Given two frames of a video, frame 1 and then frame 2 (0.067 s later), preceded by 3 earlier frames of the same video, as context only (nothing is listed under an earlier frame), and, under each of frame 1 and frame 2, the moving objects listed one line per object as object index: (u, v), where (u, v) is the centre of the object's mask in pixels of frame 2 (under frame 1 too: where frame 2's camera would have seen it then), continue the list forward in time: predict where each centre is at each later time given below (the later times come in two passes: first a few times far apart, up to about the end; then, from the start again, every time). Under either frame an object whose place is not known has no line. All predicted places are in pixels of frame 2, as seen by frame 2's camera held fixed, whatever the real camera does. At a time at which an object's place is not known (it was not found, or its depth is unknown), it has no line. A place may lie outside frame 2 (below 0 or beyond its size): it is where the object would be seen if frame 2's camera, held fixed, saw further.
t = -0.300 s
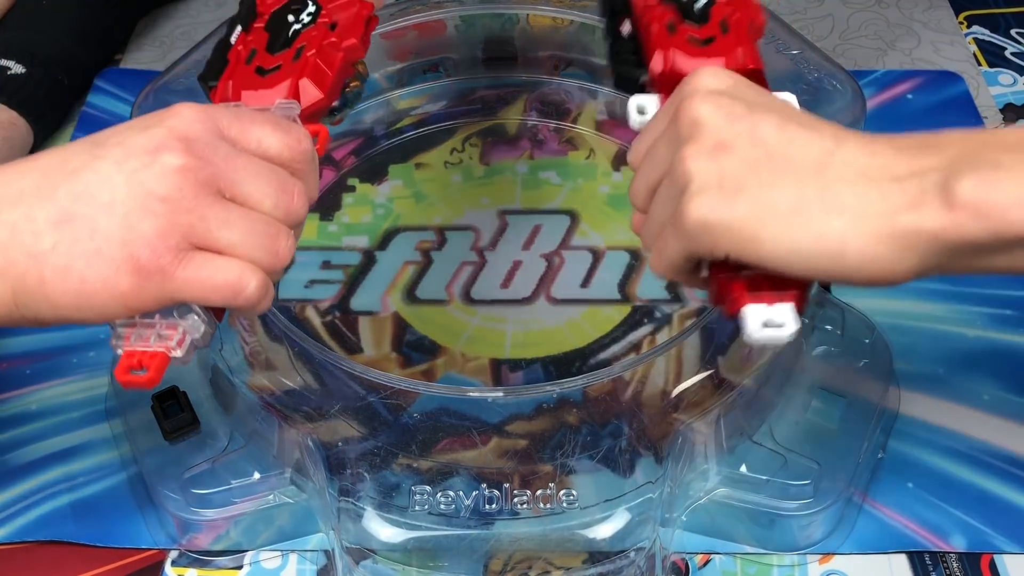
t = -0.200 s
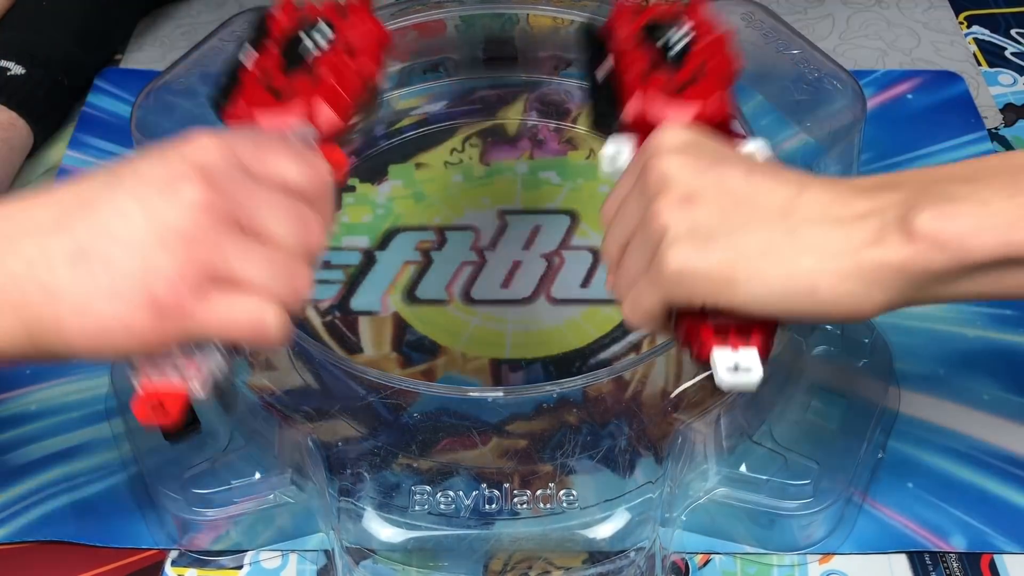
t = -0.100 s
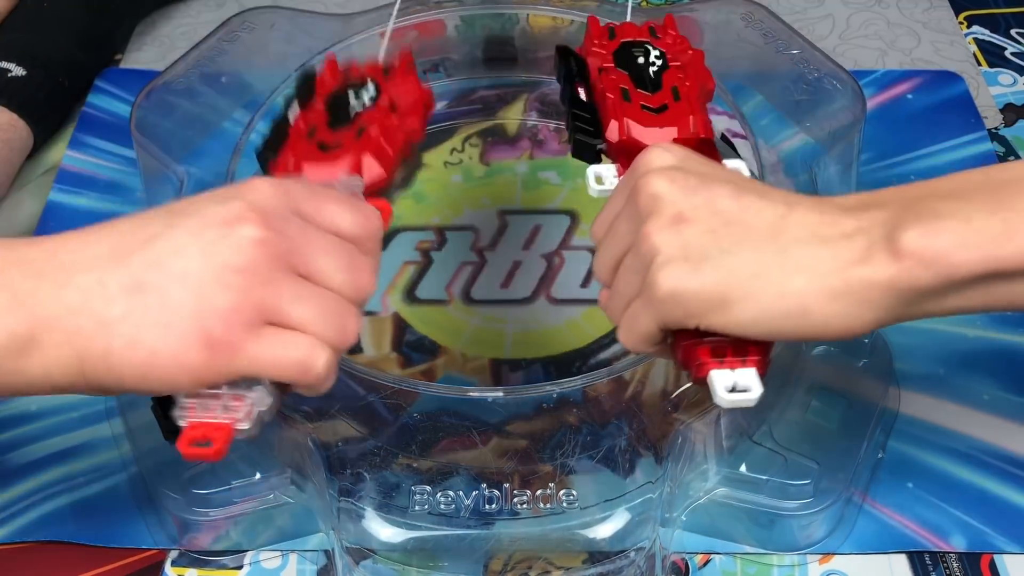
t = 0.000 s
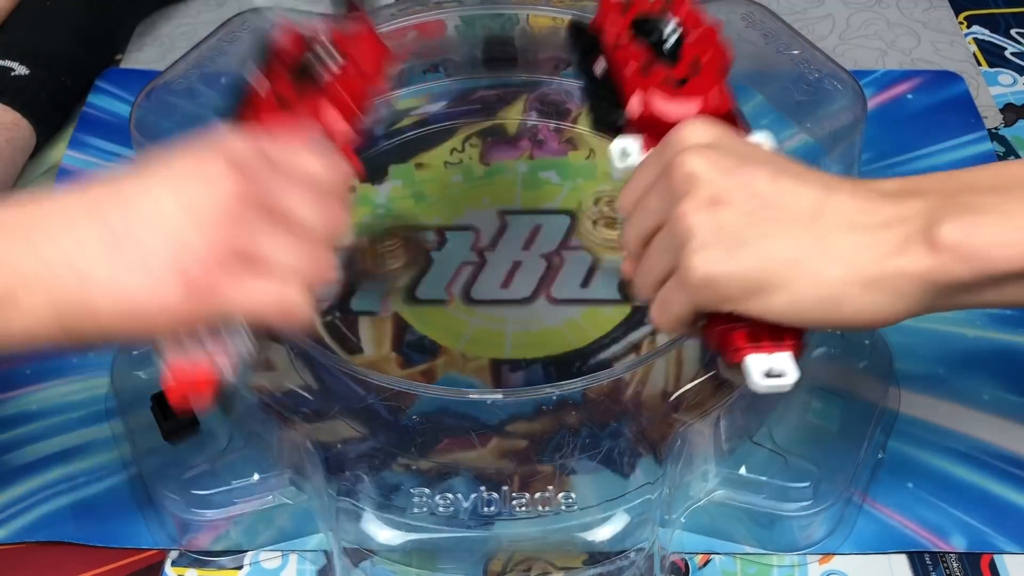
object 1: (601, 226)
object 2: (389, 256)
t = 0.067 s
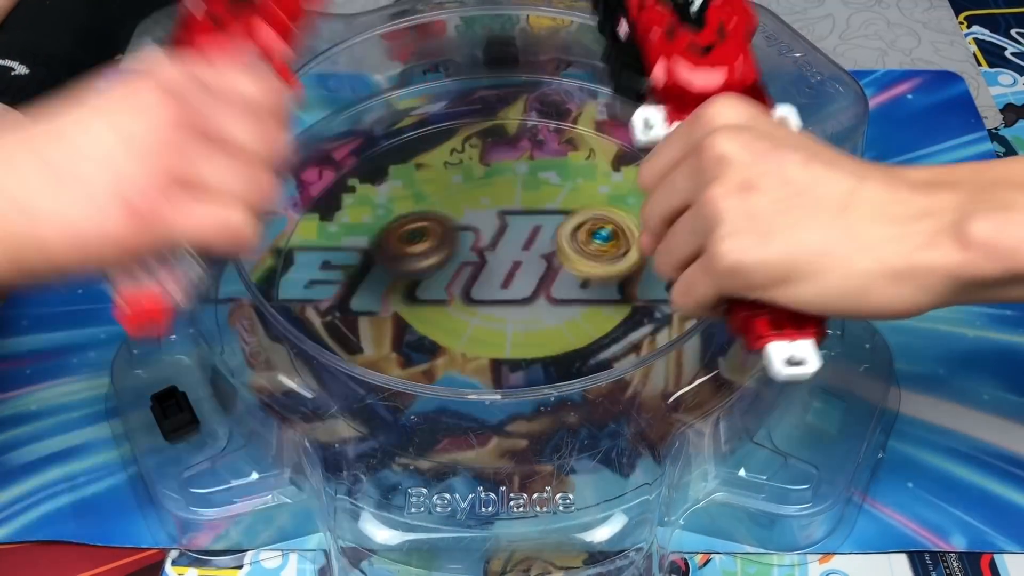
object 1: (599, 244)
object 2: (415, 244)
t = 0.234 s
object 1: (590, 287)
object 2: (444, 222)
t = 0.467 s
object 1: (631, 259)
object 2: (458, 138)
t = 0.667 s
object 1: (587, 233)
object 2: (552, 138)
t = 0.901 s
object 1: (479, 299)
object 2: (593, 186)
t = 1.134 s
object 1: (437, 344)
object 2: (532, 256)
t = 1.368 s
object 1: (435, 340)
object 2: (448, 271)
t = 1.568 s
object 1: (449, 331)
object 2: (425, 231)
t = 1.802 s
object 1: (494, 296)
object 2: (435, 204)
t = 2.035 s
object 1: (549, 269)
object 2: (460, 219)
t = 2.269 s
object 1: (577, 227)
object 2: (456, 270)
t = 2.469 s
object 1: (555, 211)
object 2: (467, 298)
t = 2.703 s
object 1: (501, 243)
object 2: (499, 317)
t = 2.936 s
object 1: (453, 226)
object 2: (535, 363)
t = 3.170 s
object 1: (427, 248)
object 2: (548, 354)
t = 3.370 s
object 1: (473, 276)
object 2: (555, 324)
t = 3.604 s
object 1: (505, 259)
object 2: (590, 287)
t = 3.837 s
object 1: (466, 243)
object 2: (602, 246)
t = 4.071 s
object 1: (463, 263)
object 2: (558, 218)
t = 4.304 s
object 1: (511, 275)
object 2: (509, 191)
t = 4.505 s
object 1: (544, 259)
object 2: (476, 188)
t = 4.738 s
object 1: (534, 240)
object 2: (450, 216)
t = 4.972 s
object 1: (517, 258)
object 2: (422, 254)
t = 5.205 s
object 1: (512, 288)
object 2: (421, 295)
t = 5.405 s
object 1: (550, 284)
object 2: (419, 325)
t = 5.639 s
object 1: (542, 260)
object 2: (467, 332)
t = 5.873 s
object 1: (490, 249)
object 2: (530, 330)
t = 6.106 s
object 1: (447, 257)
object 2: (586, 303)
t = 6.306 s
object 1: (457, 282)
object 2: (597, 270)
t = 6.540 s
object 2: (575, 232)
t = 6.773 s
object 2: (548, 200)
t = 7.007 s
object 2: (498, 205)
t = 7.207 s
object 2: (451, 218)
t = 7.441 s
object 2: (414, 253)
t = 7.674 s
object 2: (418, 291)
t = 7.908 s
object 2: (453, 326)
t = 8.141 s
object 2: (523, 336)
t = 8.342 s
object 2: (573, 319)
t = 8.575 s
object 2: (607, 281)
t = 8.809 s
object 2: (587, 247)
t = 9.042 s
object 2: (528, 207)
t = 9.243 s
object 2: (474, 191)
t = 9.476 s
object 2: (441, 212)
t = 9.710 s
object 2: (423, 261)
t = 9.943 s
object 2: (440, 321)
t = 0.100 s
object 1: (586, 261)
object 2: (441, 244)
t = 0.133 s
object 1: (570, 266)
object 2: (459, 257)
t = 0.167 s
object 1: (561, 275)
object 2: (475, 243)
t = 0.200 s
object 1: (577, 282)
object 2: (459, 227)
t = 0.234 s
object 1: (590, 287)
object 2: (444, 222)
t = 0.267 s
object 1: (601, 287)
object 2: (433, 202)
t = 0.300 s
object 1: (609, 285)
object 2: (427, 191)
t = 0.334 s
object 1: (616, 283)
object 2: (425, 179)
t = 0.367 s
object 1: (622, 277)
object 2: (428, 166)
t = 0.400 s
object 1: (626, 272)
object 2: (434, 156)
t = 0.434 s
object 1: (630, 265)
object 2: (445, 146)
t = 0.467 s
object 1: (631, 259)
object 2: (458, 138)
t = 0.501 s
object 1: (629, 252)
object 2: (472, 133)
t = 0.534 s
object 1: (626, 246)
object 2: (489, 128)
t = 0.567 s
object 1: (619, 241)
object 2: (506, 128)
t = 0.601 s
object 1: (611, 237)
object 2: (525, 127)
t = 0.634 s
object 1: (600, 235)
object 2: (538, 131)
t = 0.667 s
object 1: (587, 233)
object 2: (552, 138)
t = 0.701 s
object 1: (574, 234)
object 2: (563, 146)
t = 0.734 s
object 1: (560, 235)
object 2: (573, 158)
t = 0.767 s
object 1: (546, 239)
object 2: (580, 169)
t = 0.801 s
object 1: (528, 256)
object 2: (587, 170)
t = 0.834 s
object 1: (510, 273)
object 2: (591, 173)
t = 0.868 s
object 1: (494, 286)
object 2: (594, 178)
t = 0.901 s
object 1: (479, 299)
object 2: (593, 186)
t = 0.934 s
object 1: (467, 310)
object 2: (590, 196)
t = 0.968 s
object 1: (458, 318)
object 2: (585, 206)
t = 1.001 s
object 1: (450, 326)
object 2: (577, 217)
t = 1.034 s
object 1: (444, 332)
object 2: (568, 228)
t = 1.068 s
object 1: (441, 336)
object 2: (557, 238)
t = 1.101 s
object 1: (439, 340)
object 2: (546, 246)
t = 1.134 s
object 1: (437, 344)
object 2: (532, 256)
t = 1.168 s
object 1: (436, 346)
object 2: (521, 263)
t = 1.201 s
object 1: (435, 347)
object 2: (508, 269)
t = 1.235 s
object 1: (435, 347)
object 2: (494, 272)
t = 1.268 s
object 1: (434, 346)
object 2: (482, 274)
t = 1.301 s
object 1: (434, 345)
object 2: (469, 275)
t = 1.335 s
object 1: (434, 343)
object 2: (458, 274)
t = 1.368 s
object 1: (435, 340)
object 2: (448, 271)
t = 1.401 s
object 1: (435, 342)
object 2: (440, 266)
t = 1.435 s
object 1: (438, 342)
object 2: (434, 256)
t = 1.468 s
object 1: (439, 343)
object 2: (428, 248)
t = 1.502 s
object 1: (442, 340)
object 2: (426, 241)
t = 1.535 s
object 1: (445, 337)
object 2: (424, 236)
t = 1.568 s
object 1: (449, 331)
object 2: (425, 231)
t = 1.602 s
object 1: (454, 324)
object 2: (427, 227)
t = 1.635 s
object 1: (457, 317)
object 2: (430, 225)
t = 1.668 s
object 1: (461, 307)
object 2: (435, 224)
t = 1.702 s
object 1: (464, 297)
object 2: (440, 224)
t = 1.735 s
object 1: (468, 290)
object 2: (443, 223)
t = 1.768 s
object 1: (482, 294)
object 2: (439, 215)
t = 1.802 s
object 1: (494, 296)
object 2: (435, 204)
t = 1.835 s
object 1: (506, 297)
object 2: (434, 202)
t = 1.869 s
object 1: (516, 295)
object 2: (436, 199)
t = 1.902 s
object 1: (526, 292)
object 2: (438, 199)
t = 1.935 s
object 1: (533, 288)
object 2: (442, 201)
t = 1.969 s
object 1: (540, 283)
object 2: (447, 205)
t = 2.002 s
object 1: (545, 277)
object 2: (452, 211)
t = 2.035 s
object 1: (549, 269)
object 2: (460, 219)
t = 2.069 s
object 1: (552, 262)
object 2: (464, 227)
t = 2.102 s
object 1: (554, 255)
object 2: (469, 236)
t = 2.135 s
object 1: (559, 249)
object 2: (469, 245)
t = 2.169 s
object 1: (567, 242)
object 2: (464, 250)
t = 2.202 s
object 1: (573, 237)
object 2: (460, 258)
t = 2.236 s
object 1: (576, 232)
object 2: (458, 264)
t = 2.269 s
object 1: (577, 227)
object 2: (456, 270)
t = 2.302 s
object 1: (576, 223)
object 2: (455, 276)
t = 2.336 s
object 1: (575, 218)
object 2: (456, 282)
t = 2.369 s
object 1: (573, 216)
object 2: (457, 287)
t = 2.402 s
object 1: (567, 213)
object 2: (460, 291)
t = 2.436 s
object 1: (562, 211)
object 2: (463, 295)
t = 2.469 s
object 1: (555, 211)
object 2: (467, 298)
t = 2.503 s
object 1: (547, 213)
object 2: (472, 302)
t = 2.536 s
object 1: (539, 216)
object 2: (477, 305)
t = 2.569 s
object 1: (531, 221)
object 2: (482, 307)
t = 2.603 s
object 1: (522, 226)
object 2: (486, 308)
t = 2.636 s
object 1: (513, 233)
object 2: (491, 310)
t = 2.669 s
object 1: (507, 239)
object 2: (495, 312)
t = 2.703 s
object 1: (501, 243)
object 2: (499, 317)
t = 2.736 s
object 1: (496, 247)
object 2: (503, 322)
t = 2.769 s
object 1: (492, 252)
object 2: (507, 325)
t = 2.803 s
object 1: (484, 247)
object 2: (516, 345)
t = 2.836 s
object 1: (475, 237)
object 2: (523, 351)
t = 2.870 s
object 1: (467, 232)
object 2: (529, 359)
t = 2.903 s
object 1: (460, 228)
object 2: (533, 362)
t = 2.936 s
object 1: (453, 226)
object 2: (535, 363)
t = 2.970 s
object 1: (445, 226)
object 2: (538, 364)
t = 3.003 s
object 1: (438, 227)
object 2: (541, 364)
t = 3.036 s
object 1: (433, 229)
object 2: (543, 363)
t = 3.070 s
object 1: (429, 232)
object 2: (545, 362)
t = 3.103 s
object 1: (427, 237)
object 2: (546, 360)
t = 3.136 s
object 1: (426, 242)
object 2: (545, 358)
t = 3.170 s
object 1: (427, 248)
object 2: (548, 354)
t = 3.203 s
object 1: (430, 253)
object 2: (549, 350)
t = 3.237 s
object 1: (436, 260)
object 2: (550, 347)
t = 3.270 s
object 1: (443, 265)
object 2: (550, 341)
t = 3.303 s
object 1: (451, 269)
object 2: (551, 336)
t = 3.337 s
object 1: (461, 273)
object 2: (553, 330)
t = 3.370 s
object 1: (473, 276)
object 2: (555, 324)
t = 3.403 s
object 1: (481, 277)
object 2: (560, 319)
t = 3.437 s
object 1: (484, 274)
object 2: (570, 314)
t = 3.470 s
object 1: (488, 271)
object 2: (578, 308)
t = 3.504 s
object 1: (493, 269)
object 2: (584, 304)
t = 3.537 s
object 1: (499, 265)
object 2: (587, 298)
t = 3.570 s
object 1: (503, 262)
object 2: (589, 292)
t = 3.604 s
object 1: (505, 259)
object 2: (590, 287)
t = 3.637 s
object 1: (499, 253)
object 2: (601, 279)
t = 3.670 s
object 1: (494, 249)
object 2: (605, 274)
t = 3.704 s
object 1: (487, 246)
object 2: (608, 268)
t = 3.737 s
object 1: (481, 244)
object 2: (609, 262)
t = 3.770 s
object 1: (476, 243)
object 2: (608, 256)
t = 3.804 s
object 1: (471, 243)
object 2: (606, 251)
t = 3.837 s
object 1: (466, 243)
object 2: (602, 246)
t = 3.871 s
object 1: (463, 244)
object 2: (596, 242)
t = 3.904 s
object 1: (460, 246)
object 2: (591, 239)
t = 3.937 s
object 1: (458, 249)
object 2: (585, 234)
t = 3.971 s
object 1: (458, 252)
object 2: (578, 231)
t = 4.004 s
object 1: (458, 256)
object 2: (572, 227)
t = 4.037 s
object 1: (460, 260)
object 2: (565, 223)
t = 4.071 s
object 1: (463, 263)
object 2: (558, 218)
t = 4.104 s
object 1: (468, 267)
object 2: (551, 215)
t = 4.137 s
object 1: (473, 270)
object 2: (544, 210)
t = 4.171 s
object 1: (480, 273)
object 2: (536, 205)
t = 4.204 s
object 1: (487, 275)
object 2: (530, 201)
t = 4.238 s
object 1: (496, 275)
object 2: (522, 197)
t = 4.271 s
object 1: (503, 276)
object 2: (516, 194)
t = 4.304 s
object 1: (511, 275)
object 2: (509, 191)
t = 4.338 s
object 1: (519, 273)
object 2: (503, 189)
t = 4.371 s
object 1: (525, 271)
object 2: (496, 187)
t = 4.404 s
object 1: (531, 268)
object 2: (491, 186)
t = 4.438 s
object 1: (536, 265)
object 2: (485, 185)
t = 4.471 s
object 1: (540, 262)
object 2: (480, 186)
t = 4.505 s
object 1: (544, 259)
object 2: (476, 188)
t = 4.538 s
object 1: (546, 255)
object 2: (471, 190)
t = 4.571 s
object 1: (547, 251)
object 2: (467, 194)
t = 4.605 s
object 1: (546, 248)
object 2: (463, 197)
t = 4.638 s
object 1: (545, 245)
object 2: (460, 201)
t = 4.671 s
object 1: (542, 243)
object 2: (457, 205)
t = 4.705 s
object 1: (538, 241)
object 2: (455, 211)
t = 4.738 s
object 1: (534, 240)
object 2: (450, 216)
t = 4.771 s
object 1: (531, 240)
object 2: (446, 221)
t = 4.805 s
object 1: (528, 242)
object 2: (440, 226)
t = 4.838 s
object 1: (525, 243)
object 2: (435, 232)
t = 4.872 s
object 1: (523, 246)
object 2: (431, 237)
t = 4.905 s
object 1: (521, 249)
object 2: (427, 243)
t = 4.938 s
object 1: (519, 253)
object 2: (424, 249)
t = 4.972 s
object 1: (517, 258)
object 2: (422, 254)
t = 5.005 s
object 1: (516, 262)
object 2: (420, 261)
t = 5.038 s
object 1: (514, 267)
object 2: (419, 266)
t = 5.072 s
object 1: (513, 271)
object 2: (419, 274)
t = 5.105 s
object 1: (513, 276)
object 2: (418, 278)
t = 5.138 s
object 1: (512, 280)
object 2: (418, 285)
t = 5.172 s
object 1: (512, 284)
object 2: (419, 289)
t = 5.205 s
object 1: (512, 288)
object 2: (421, 295)
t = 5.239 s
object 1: (519, 289)
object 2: (417, 302)
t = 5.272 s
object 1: (527, 290)
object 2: (414, 308)
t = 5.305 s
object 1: (534, 289)
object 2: (412, 314)
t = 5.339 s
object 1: (540, 289)
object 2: (413, 318)
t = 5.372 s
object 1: (545, 287)
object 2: (415, 322)
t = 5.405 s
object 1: (550, 284)
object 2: (419, 325)
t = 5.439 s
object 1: (553, 281)
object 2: (423, 327)
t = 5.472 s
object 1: (556, 277)
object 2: (429, 329)
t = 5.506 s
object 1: (556, 274)
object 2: (436, 331)
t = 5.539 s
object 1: (555, 270)
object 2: (443, 332)
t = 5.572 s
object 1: (552, 266)
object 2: (451, 333)
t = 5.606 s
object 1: (548, 263)
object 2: (459, 333)
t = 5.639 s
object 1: (542, 260)
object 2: (467, 332)
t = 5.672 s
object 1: (535, 258)
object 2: (475, 332)
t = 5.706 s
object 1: (529, 256)
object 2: (483, 331)
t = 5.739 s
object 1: (521, 256)
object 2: (491, 330)
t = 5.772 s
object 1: (514, 255)
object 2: (500, 328)
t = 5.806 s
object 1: (506, 255)
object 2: (510, 329)
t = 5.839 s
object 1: (497, 251)
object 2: (519, 330)
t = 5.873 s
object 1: (490, 249)
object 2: (530, 330)
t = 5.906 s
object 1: (482, 248)
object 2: (540, 328)
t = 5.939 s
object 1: (474, 248)
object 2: (549, 325)
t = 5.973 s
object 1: (467, 249)
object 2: (558, 321)
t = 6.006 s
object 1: (461, 250)
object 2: (566, 317)
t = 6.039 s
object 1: (455, 251)
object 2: (573, 313)
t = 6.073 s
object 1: (450, 254)
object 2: (580, 308)
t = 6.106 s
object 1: (447, 257)
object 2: (586, 303)
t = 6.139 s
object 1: (444, 261)
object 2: (590, 298)
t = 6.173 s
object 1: (443, 265)
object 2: (592, 292)
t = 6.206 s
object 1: (444, 270)
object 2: (594, 287)
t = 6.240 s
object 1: (446, 274)
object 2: (595, 281)
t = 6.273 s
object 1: (451, 278)
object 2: (597, 275)
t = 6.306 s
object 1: (457, 282)
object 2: (597, 270)
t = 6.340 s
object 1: (463, 284)
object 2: (595, 264)
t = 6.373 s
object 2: (592, 258)
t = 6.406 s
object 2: (588, 253)
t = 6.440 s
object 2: (585, 247)
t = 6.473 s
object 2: (581, 243)
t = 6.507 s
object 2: (578, 238)
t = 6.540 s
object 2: (575, 232)
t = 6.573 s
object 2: (575, 223)
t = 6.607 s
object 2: (574, 215)
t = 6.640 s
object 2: (570, 211)
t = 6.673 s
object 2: (565, 207)
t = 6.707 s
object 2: (560, 203)
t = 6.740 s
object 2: (554, 201)
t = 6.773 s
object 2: (548, 200)
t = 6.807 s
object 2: (541, 200)
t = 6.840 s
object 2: (535, 200)
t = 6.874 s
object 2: (528, 200)
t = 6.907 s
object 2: (520, 202)
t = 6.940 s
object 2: (512, 203)
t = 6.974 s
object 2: (505, 205)
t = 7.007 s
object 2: (498, 205)
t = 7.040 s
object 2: (490, 207)
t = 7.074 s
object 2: (481, 208)
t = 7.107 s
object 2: (472, 209)
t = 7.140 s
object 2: (465, 212)
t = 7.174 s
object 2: (459, 215)
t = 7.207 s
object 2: (451, 218)
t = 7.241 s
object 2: (445, 222)
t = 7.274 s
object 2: (439, 227)
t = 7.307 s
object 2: (434, 232)
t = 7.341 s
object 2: (427, 237)
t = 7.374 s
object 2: (421, 242)
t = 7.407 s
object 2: (417, 248)
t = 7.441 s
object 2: (414, 253)
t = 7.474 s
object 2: (412, 259)
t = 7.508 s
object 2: (411, 264)
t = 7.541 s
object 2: (410, 270)
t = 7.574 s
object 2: (411, 275)
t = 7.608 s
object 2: (414, 281)
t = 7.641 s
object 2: (416, 286)
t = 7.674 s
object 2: (418, 291)
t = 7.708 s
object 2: (422, 296)
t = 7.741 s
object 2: (425, 300)
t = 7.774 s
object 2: (428, 307)
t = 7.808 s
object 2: (432, 314)
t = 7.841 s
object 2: (437, 318)
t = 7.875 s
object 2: (444, 322)
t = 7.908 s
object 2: (453, 326)
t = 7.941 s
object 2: (462, 329)
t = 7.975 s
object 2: (472, 331)
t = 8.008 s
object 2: (482, 334)
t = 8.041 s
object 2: (492, 336)
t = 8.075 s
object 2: (502, 336)
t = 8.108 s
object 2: (512, 336)
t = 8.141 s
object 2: (523, 336)
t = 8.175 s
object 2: (533, 335)
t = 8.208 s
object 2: (543, 333)
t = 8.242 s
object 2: (552, 331)
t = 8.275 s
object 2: (559, 327)
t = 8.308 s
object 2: (567, 323)
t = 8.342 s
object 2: (573, 319)
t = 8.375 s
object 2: (578, 313)
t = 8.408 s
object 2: (582, 308)
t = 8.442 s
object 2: (585, 303)
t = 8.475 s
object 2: (587, 297)
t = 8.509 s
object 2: (597, 293)
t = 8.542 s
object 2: (604, 287)
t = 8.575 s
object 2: (607, 281)
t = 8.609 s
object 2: (607, 277)
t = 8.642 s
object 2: (606, 272)
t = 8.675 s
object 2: (604, 268)
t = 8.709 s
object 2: (602, 262)
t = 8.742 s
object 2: (599, 258)
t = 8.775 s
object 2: (592, 252)
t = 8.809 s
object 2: (587, 247)
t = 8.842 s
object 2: (580, 241)
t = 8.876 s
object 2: (573, 236)
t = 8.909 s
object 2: (565, 230)
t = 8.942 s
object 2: (557, 223)
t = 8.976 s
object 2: (547, 218)
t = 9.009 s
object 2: (539, 214)
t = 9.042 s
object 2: (528, 207)
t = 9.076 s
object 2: (518, 202)
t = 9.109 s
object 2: (508, 198)
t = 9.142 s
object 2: (499, 195)
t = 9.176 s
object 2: (490, 193)
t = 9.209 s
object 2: (482, 191)
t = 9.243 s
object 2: (474, 191)
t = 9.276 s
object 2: (467, 191)
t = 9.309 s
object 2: (461, 192)
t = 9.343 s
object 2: (456, 195)
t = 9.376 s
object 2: (451, 198)
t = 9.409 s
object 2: (447, 202)
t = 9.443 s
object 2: (444, 207)
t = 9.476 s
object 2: (441, 212)
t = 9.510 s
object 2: (438, 218)
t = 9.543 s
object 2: (435, 224)
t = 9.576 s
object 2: (429, 230)
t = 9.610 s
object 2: (426, 237)
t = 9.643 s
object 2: (424, 244)
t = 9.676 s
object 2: (423, 252)
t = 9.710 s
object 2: (423, 261)
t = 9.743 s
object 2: (423, 270)
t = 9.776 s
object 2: (424, 278)
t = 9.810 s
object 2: (426, 287)
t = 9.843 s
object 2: (427, 296)
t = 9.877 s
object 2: (431, 305)
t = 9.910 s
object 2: (435, 314)
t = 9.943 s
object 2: (440, 321)
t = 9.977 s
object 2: (446, 327)
